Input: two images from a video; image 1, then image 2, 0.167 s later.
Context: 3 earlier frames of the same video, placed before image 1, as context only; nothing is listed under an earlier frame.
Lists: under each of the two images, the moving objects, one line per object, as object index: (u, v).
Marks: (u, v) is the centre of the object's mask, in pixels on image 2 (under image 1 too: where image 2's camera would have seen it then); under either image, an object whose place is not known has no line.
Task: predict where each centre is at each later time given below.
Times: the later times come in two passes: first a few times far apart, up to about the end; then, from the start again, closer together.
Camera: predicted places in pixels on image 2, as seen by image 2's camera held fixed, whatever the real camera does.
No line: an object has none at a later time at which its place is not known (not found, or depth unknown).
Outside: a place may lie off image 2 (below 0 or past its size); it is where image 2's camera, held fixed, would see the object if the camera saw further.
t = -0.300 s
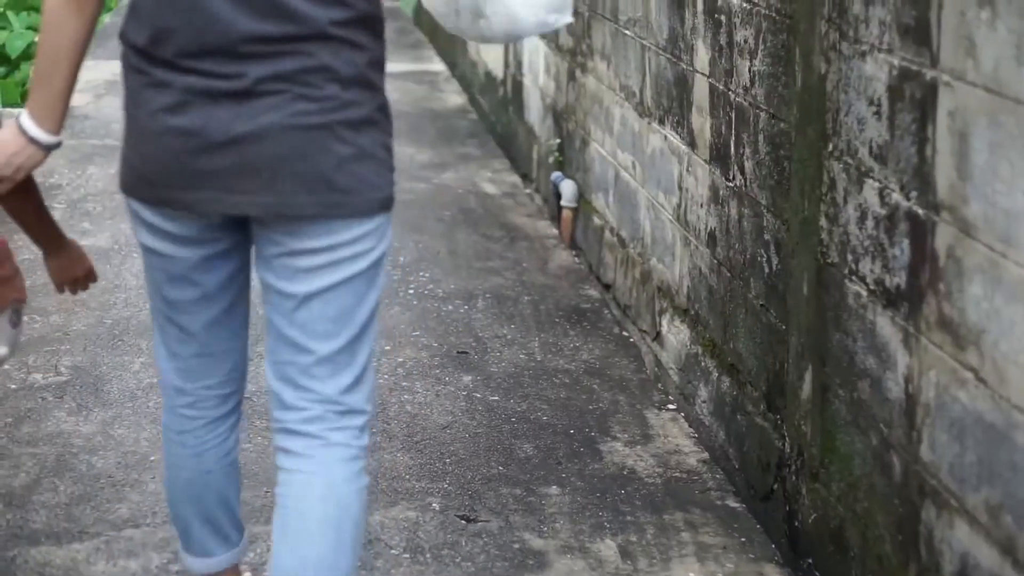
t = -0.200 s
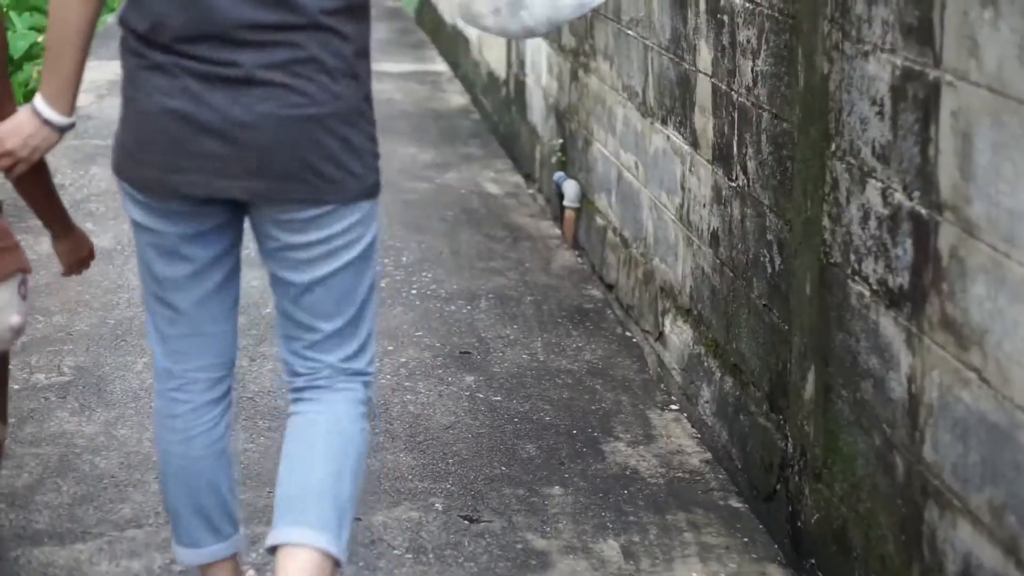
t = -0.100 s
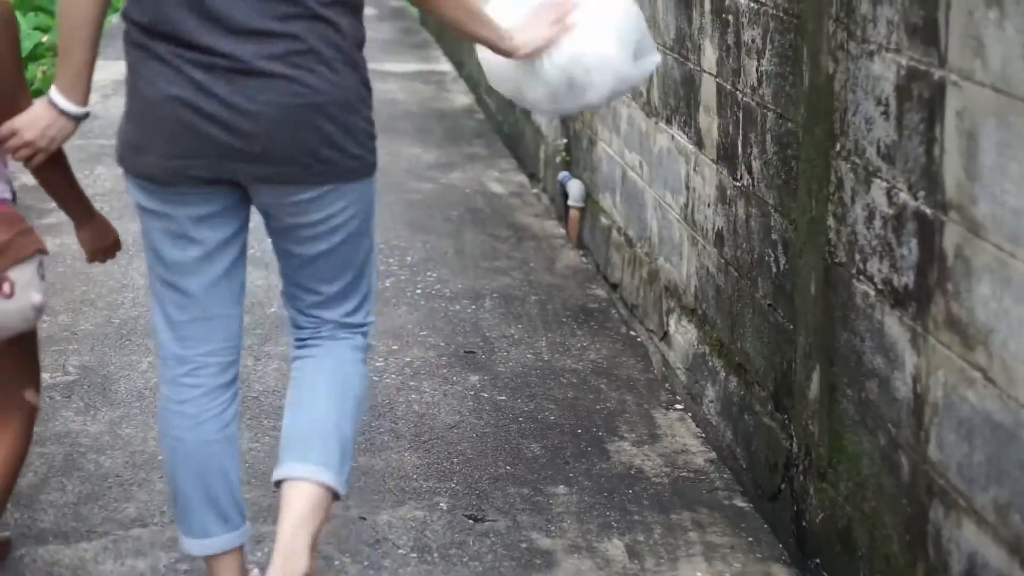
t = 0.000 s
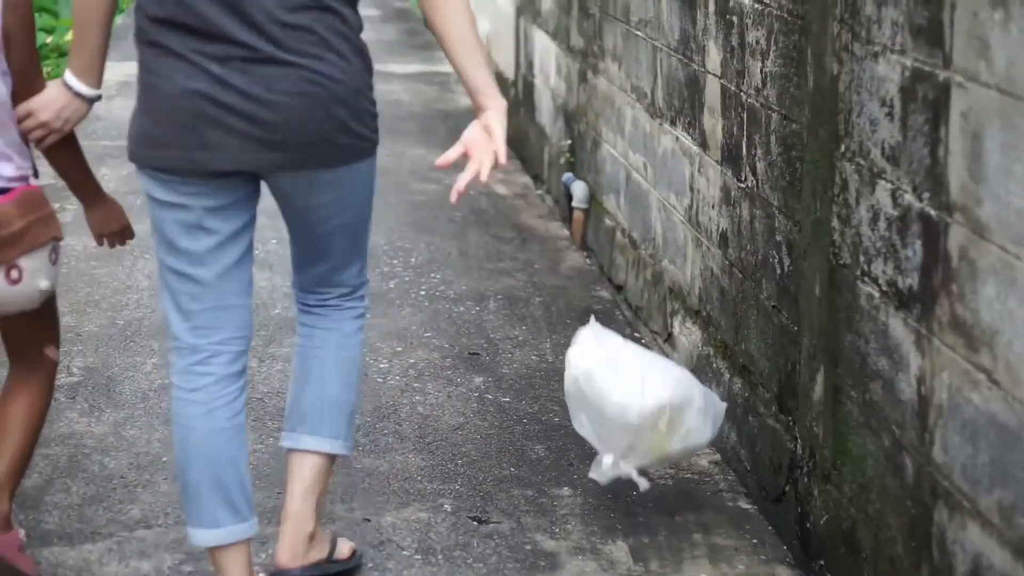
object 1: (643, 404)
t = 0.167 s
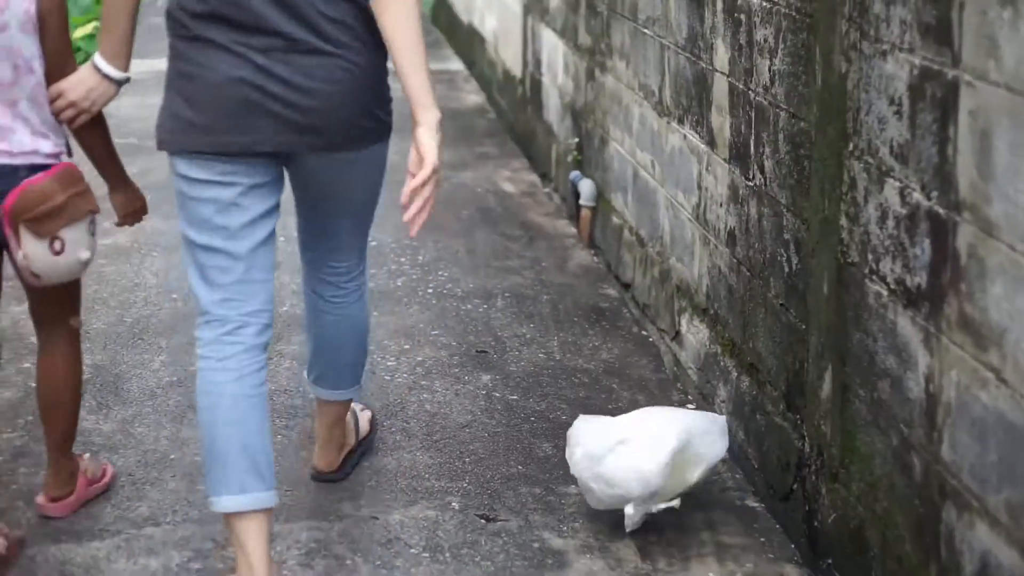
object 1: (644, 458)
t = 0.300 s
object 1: (614, 479)
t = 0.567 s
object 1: (613, 472)
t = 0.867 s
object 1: (626, 474)
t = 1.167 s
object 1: (629, 473)
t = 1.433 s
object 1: (629, 473)
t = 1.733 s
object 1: (629, 473)
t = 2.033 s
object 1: (629, 473)
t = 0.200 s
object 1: (635, 457)
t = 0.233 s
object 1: (626, 463)
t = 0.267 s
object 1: (622, 469)
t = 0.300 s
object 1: (614, 479)
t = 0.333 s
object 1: (611, 477)
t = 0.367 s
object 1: (610, 474)
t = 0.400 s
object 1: (609, 473)
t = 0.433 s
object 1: (609, 473)
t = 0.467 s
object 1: (609, 473)
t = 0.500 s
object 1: (611, 472)
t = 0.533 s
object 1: (612, 472)
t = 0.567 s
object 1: (613, 472)
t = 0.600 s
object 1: (615, 472)
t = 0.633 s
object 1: (617, 473)
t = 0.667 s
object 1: (618, 473)
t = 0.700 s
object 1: (620, 473)
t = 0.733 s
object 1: (622, 474)
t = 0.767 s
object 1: (623, 474)
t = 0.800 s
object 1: (624, 474)
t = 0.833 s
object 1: (626, 474)
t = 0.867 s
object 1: (626, 474)
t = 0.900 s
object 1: (627, 474)
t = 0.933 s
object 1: (627, 474)
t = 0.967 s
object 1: (627, 474)
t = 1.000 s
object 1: (628, 473)
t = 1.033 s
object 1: (628, 473)
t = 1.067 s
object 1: (628, 473)
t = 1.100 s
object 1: (629, 473)
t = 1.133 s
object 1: (629, 473)
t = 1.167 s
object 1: (629, 473)
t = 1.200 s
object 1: (629, 473)
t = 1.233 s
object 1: (629, 473)
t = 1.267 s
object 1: (629, 473)
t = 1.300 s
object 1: (629, 473)
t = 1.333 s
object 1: (629, 473)
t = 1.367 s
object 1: (629, 473)
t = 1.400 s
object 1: (629, 473)
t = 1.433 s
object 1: (629, 473)
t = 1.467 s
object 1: (629, 473)
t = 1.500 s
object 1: (629, 473)
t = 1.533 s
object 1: (629, 473)
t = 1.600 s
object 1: (629, 473)
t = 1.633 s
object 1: (629, 473)
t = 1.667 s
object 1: (629, 473)
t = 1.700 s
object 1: (629, 473)
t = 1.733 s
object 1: (629, 473)
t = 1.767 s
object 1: (629, 473)
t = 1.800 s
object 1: (629, 473)
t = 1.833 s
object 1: (629, 473)
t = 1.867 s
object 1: (629, 473)
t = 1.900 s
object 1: (629, 473)
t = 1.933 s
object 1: (629, 473)
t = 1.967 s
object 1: (629, 473)
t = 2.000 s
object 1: (629, 473)
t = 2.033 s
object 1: (629, 473)
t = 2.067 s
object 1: (629, 473)
